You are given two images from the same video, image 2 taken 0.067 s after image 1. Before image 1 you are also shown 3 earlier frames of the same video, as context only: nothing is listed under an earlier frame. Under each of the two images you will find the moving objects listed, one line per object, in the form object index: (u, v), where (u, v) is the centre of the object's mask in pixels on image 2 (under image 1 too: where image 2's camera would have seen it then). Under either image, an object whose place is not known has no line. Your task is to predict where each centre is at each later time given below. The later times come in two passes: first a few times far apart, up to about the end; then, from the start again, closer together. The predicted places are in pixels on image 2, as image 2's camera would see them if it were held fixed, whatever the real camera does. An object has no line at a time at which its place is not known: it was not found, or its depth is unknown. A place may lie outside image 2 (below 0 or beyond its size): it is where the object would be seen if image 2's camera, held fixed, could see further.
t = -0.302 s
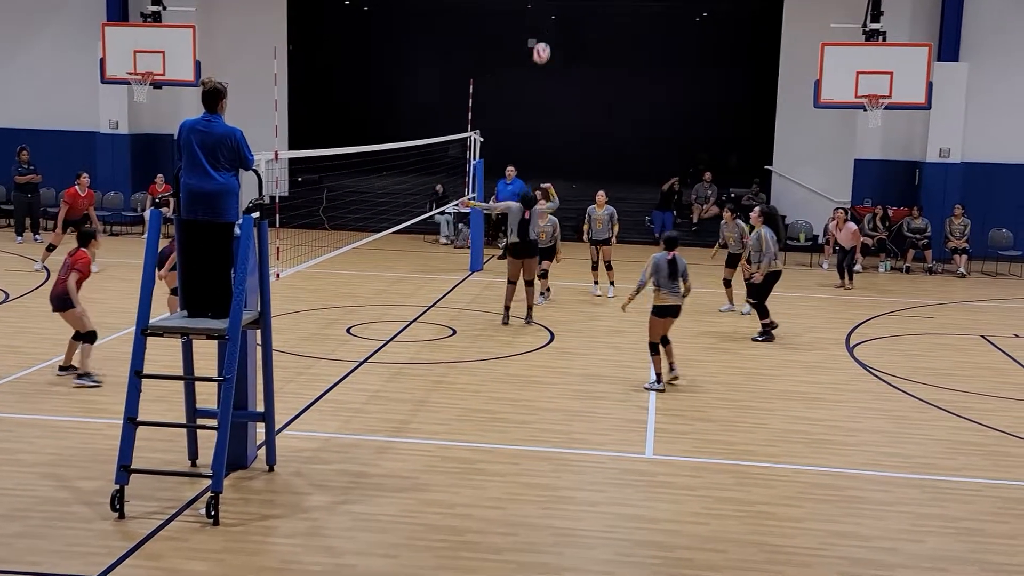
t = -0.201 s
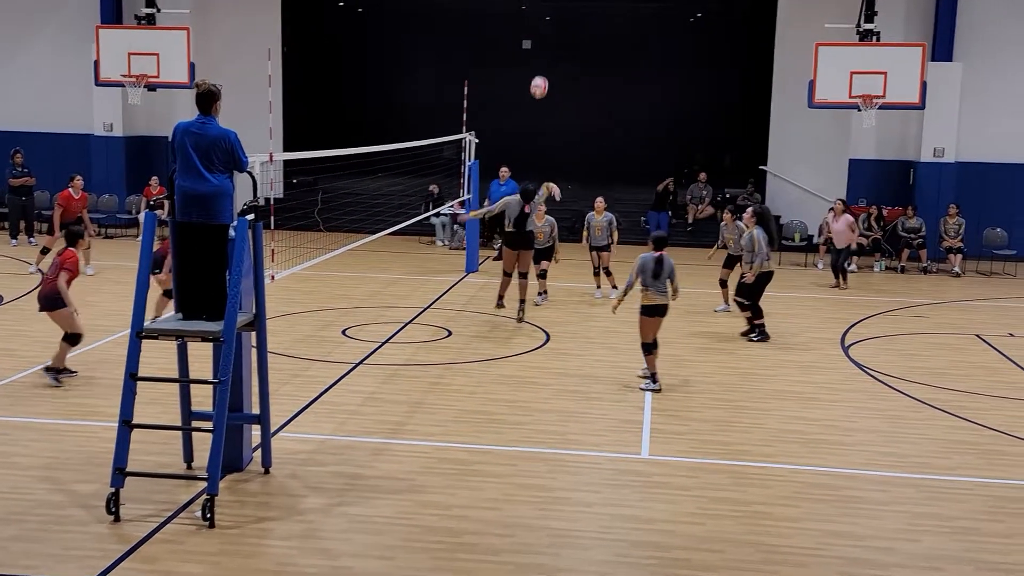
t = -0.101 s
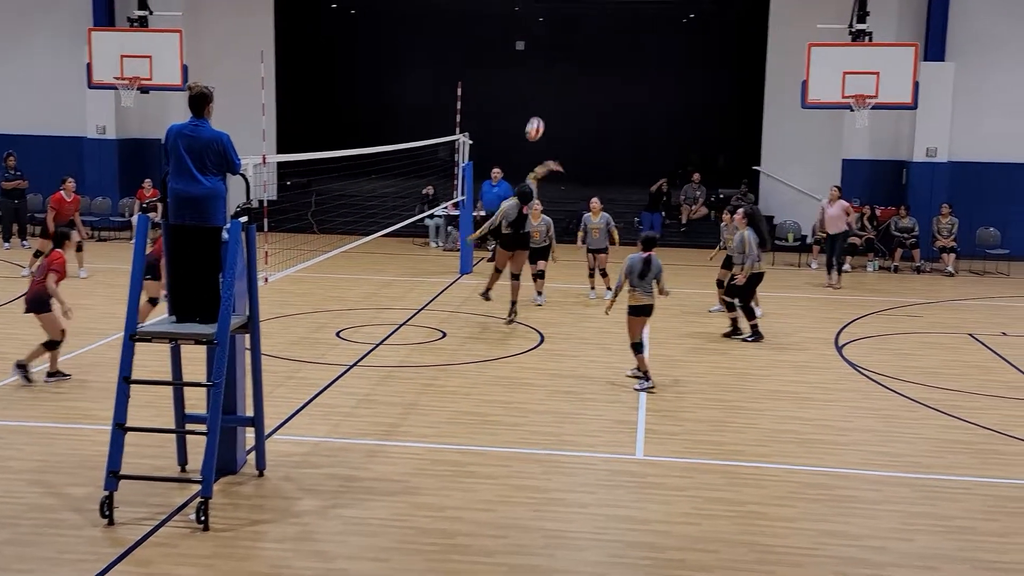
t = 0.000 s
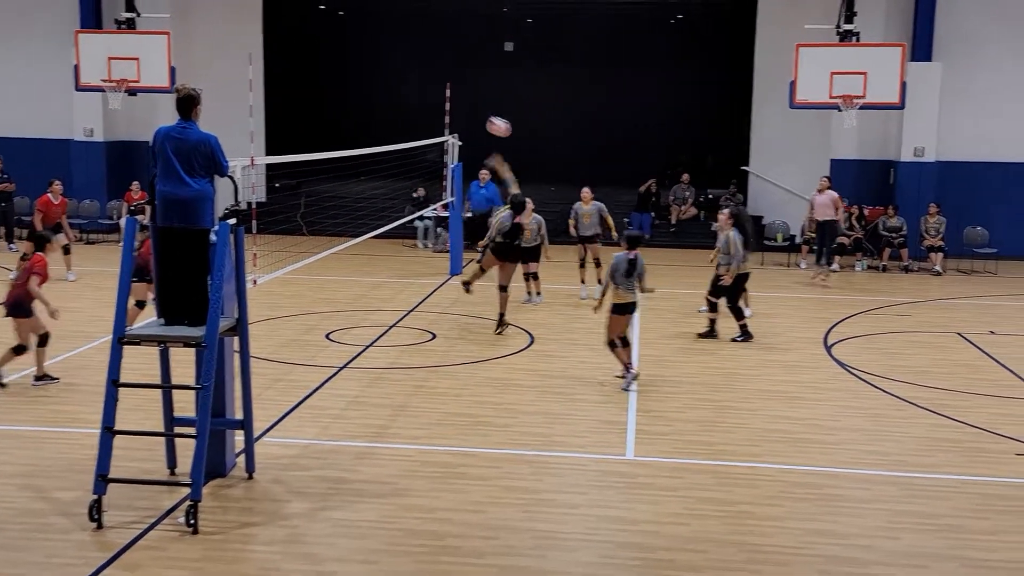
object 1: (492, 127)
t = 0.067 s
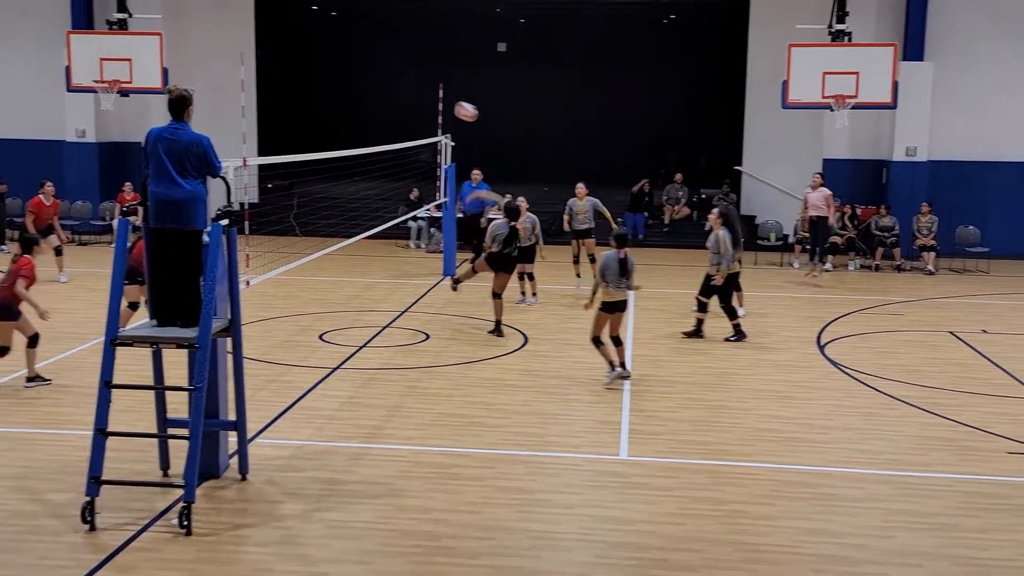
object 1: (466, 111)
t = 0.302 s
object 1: (379, 88)
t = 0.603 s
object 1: (278, 120)
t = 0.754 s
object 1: (229, 156)
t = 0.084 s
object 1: (460, 108)
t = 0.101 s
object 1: (454, 105)
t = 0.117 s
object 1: (447, 102)
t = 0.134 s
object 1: (440, 100)
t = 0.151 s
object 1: (434, 98)
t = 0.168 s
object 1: (428, 95)
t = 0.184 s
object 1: (422, 94)
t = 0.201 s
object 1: (416, 92)
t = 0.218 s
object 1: (409, 91)
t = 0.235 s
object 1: (403, 90)
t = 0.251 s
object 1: (397, 89)
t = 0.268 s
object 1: (391, 88)
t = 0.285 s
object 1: (385, 88)
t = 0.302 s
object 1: (379, 88)
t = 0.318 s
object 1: (373, 88)
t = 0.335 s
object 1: (367, 88)
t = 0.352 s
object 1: (361, 89)
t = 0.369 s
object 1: (355, 89)
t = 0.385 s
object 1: (350, 90)
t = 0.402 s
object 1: (344, 91)
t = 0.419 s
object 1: (338, 92)
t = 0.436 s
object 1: (333, 94)
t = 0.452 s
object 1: (327, 96)
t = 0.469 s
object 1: (321, 98)
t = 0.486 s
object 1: (316, 100)
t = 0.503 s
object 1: (310, 102)
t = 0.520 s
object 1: (305, 104)
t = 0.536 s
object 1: (299, 107)
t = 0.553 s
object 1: (294, 110)
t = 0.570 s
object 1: (289, 113)
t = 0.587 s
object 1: (284, 116)
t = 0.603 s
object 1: (278, 120)
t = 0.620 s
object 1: (273, 124)
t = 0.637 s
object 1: (268, 127)
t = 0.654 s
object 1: (263, 132)
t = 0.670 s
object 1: (259, 136)
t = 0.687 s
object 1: (253, 139)
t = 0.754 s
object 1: (229, 156)
